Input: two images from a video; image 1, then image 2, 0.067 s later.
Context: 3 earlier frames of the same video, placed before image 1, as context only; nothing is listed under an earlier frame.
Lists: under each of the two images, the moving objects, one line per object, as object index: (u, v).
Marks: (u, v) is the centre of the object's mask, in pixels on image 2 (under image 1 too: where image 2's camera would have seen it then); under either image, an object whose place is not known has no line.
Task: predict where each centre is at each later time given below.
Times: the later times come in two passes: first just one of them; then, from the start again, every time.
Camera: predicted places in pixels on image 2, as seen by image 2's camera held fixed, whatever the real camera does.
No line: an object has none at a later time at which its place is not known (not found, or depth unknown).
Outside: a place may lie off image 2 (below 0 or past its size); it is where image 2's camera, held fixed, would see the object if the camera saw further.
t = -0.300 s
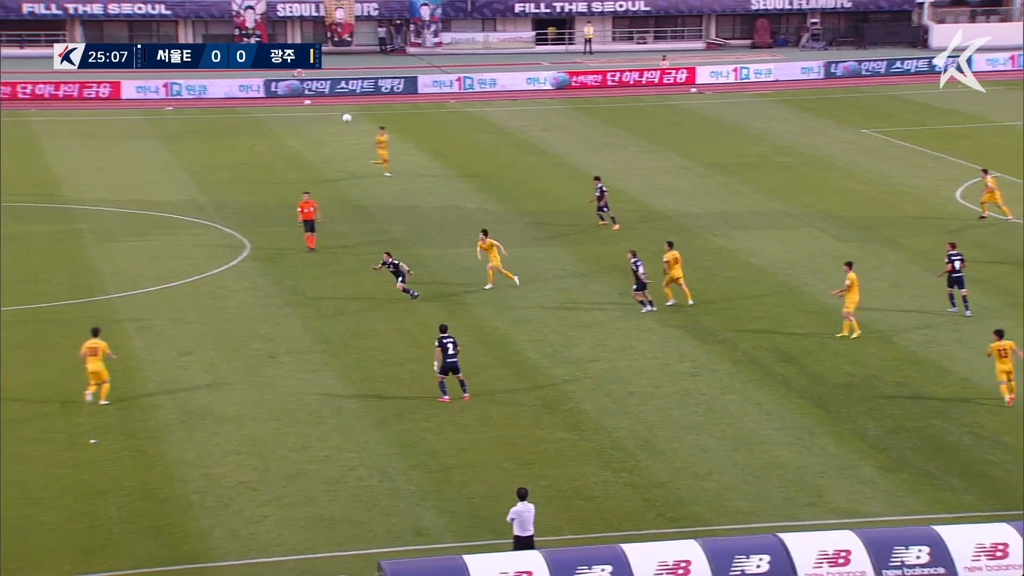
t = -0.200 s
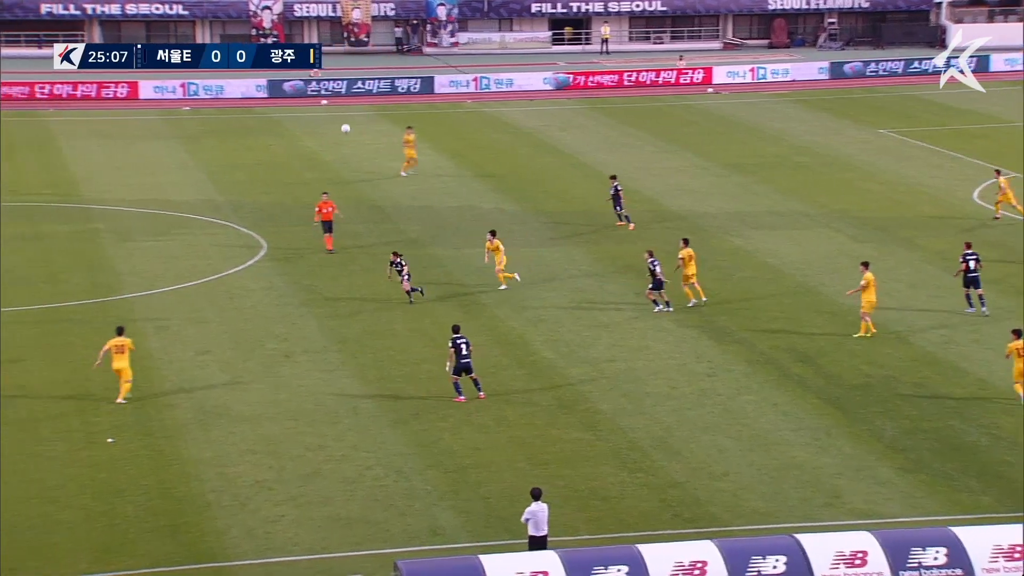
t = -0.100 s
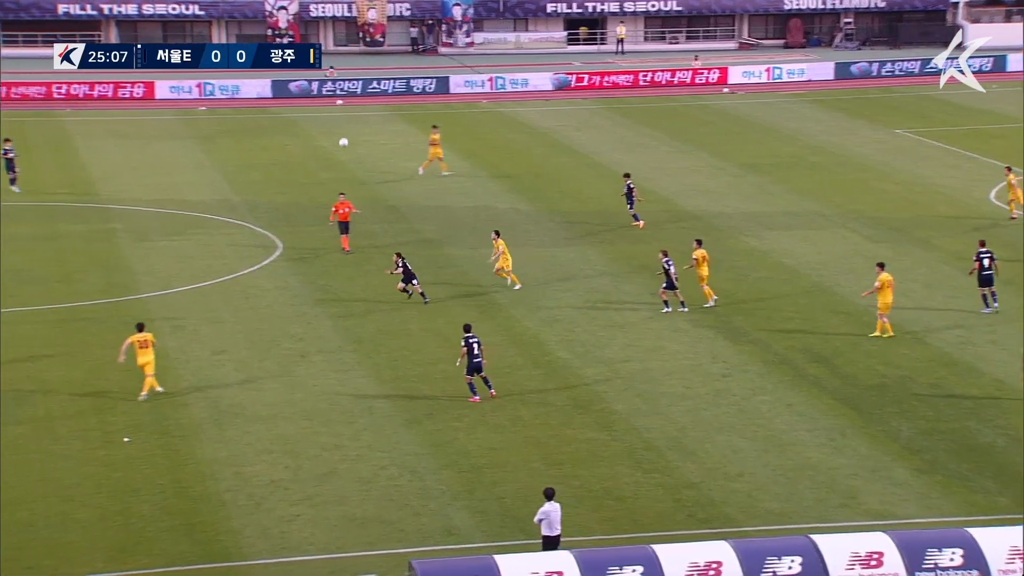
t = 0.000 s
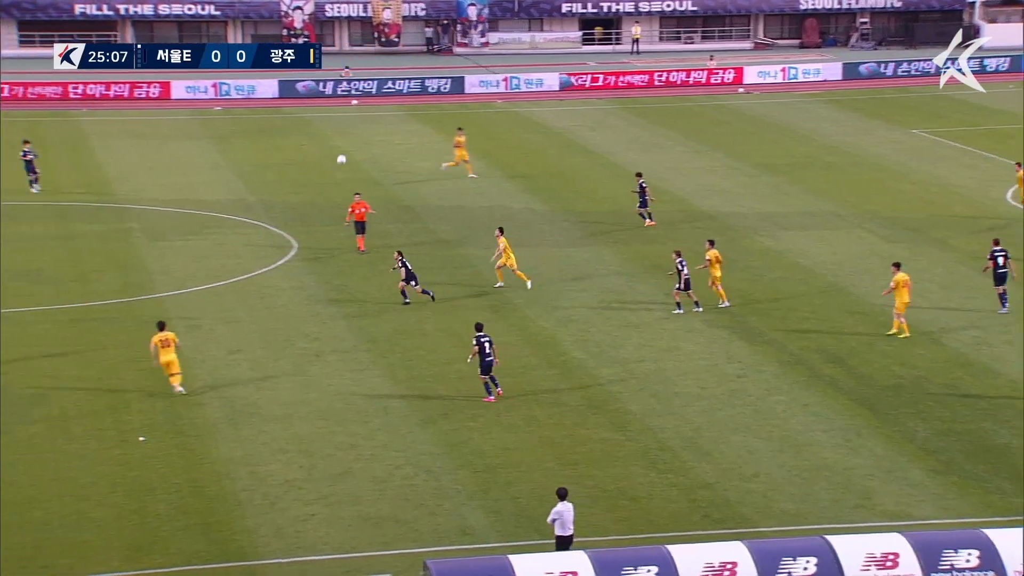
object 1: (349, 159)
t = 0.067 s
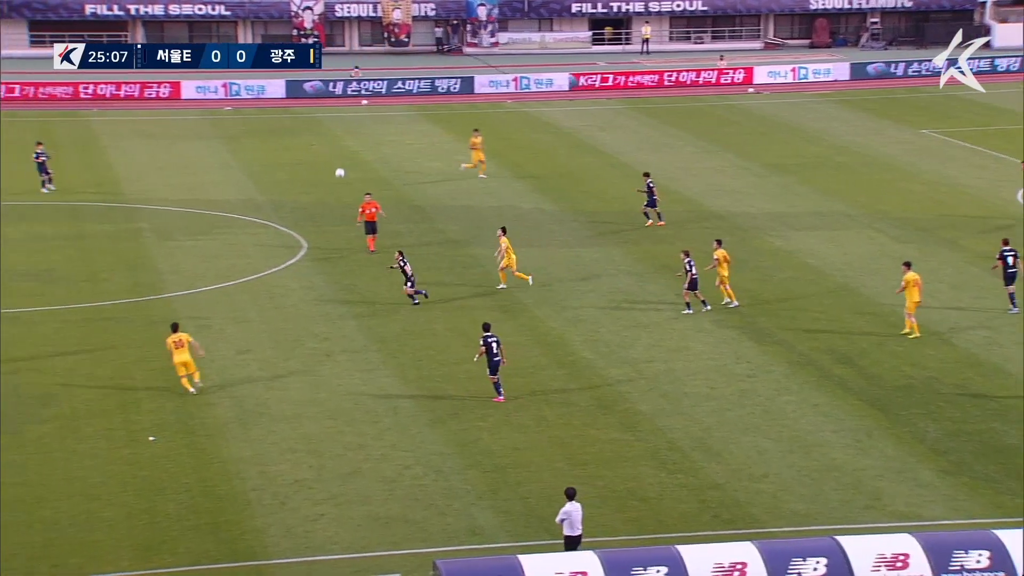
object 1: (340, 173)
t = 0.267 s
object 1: (309, 221)
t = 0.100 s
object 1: (335, 180)
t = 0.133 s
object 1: (330, 187)
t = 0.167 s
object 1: (324, 195)
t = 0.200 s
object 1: (319, 204)
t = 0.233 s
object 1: (314, 212)
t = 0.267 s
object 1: (309, 221)
